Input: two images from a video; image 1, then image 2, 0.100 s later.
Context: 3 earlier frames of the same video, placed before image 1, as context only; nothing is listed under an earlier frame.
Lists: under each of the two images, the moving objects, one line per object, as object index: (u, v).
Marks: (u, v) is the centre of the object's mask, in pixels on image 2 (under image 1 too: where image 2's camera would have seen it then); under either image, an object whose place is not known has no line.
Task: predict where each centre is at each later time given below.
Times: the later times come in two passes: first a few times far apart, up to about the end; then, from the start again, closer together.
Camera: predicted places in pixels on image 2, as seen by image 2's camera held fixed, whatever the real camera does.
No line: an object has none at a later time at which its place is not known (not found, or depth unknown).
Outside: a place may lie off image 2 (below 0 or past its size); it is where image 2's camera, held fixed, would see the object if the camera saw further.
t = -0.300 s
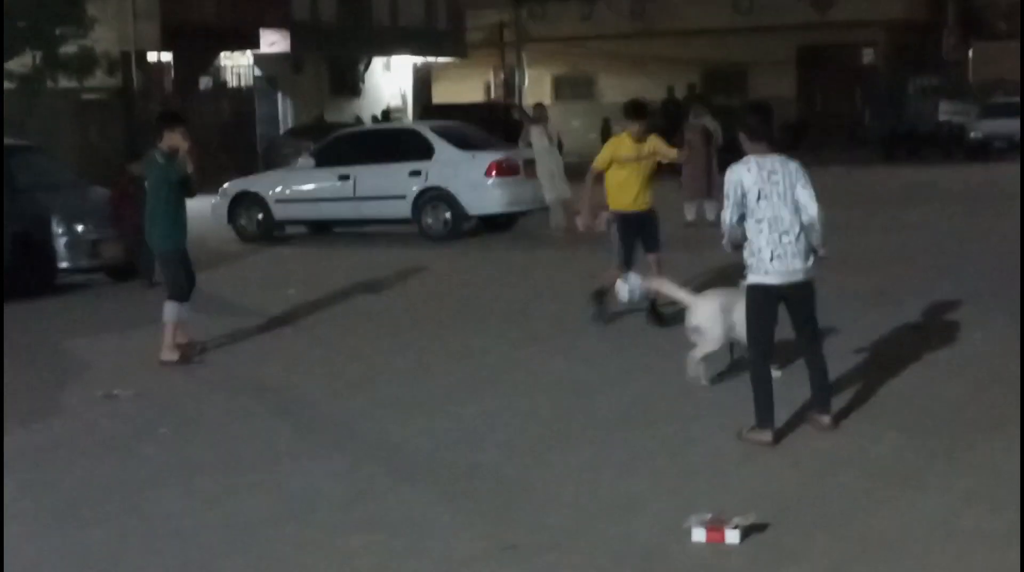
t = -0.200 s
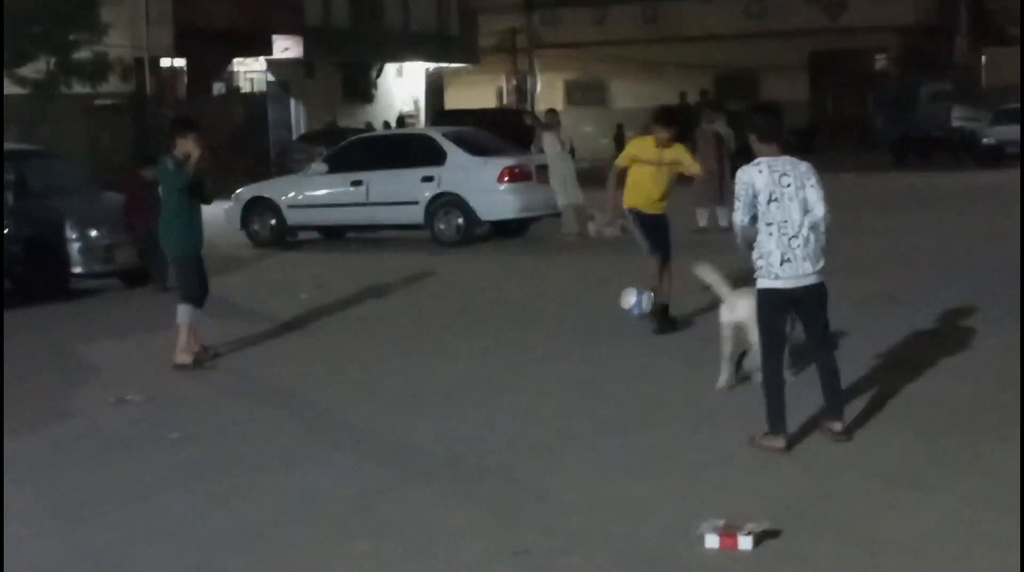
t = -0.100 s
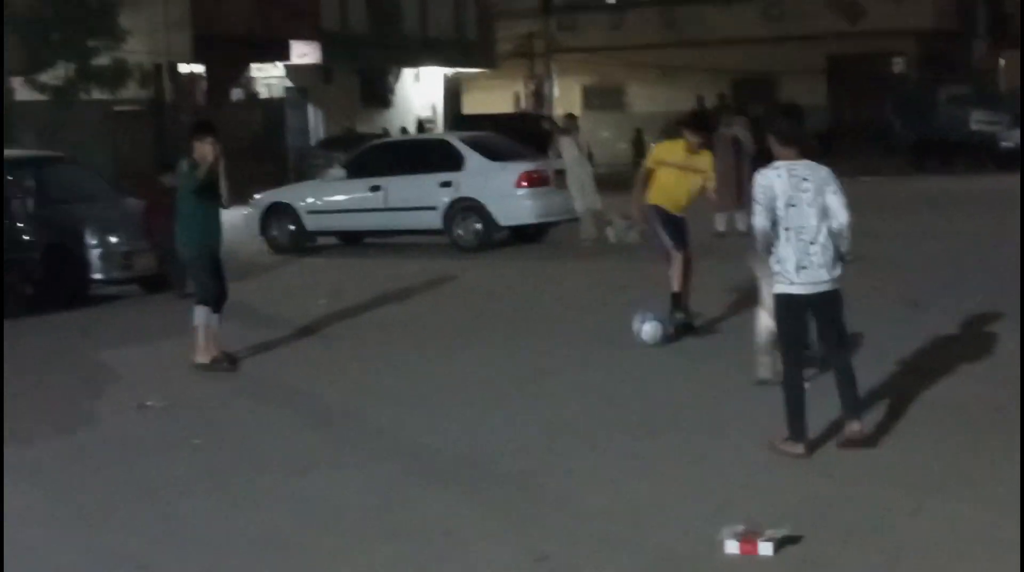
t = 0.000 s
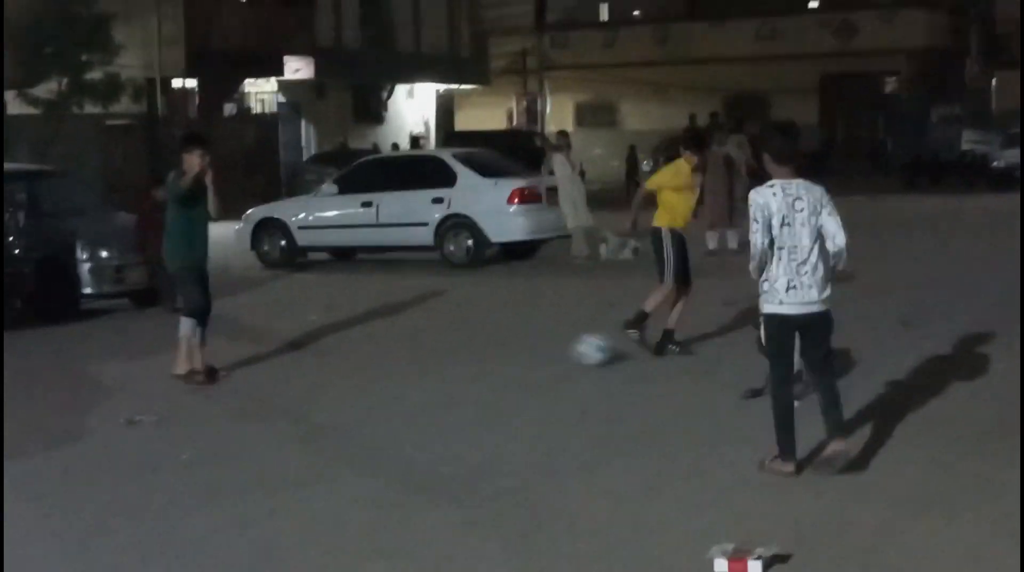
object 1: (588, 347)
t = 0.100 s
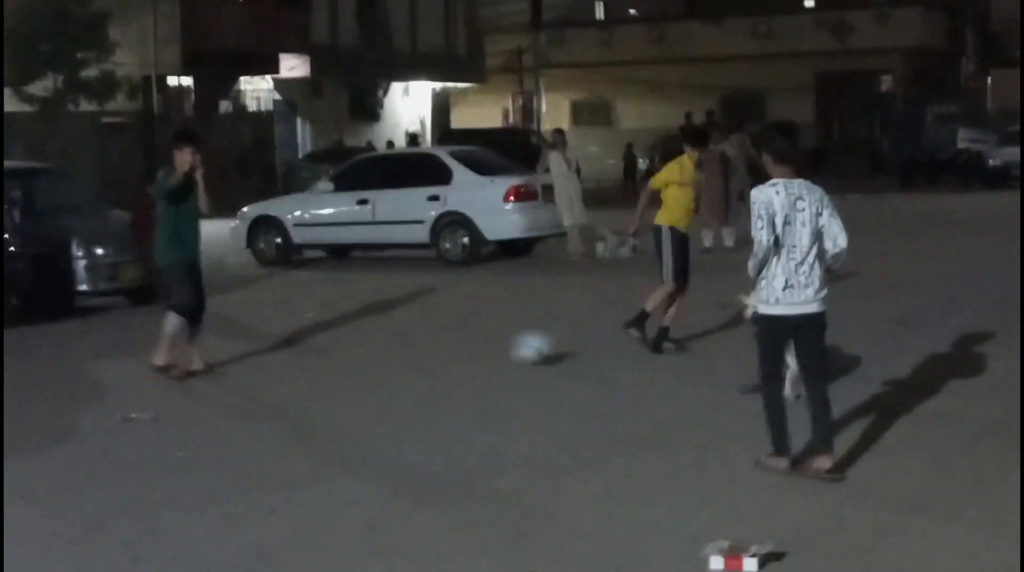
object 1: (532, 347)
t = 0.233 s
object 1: (467, 353)
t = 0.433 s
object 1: (384, 358)
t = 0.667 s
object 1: (291, 360)
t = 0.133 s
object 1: (517, 349)
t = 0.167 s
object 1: (497, 352)
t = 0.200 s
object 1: (483, 352)
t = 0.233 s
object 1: (467, 353)
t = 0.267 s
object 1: (451, 355)
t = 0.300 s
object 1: (438, 355)
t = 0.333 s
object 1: (424, 355)
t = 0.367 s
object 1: (410, 357)
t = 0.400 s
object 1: (397, 356)
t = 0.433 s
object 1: (384, 358)
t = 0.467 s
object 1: (370, 359)
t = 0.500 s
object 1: (358, 359)
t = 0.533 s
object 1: (345, 359)
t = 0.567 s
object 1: (330, 358)
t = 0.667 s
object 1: (291, 360)
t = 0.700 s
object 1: (279, 361)
